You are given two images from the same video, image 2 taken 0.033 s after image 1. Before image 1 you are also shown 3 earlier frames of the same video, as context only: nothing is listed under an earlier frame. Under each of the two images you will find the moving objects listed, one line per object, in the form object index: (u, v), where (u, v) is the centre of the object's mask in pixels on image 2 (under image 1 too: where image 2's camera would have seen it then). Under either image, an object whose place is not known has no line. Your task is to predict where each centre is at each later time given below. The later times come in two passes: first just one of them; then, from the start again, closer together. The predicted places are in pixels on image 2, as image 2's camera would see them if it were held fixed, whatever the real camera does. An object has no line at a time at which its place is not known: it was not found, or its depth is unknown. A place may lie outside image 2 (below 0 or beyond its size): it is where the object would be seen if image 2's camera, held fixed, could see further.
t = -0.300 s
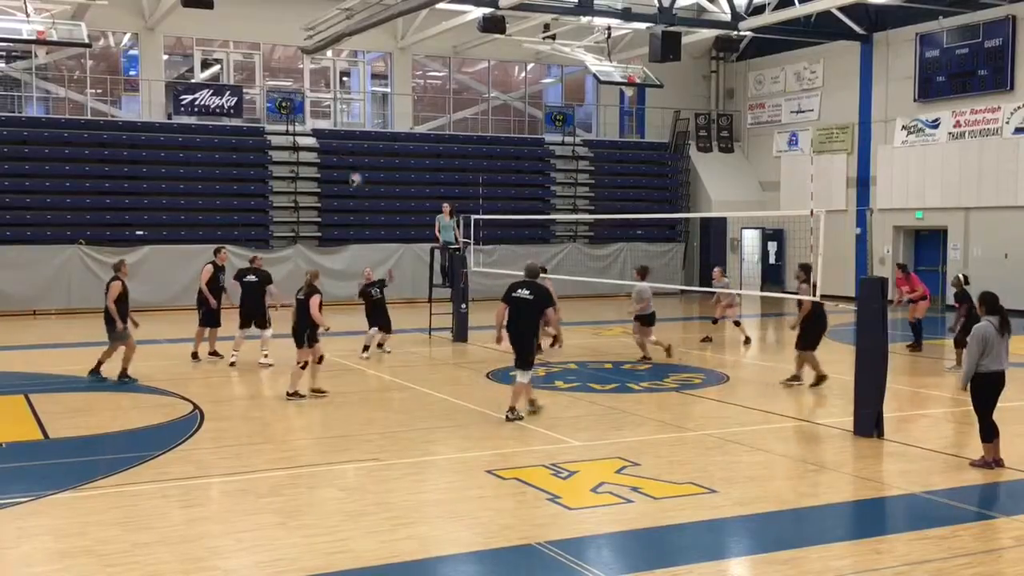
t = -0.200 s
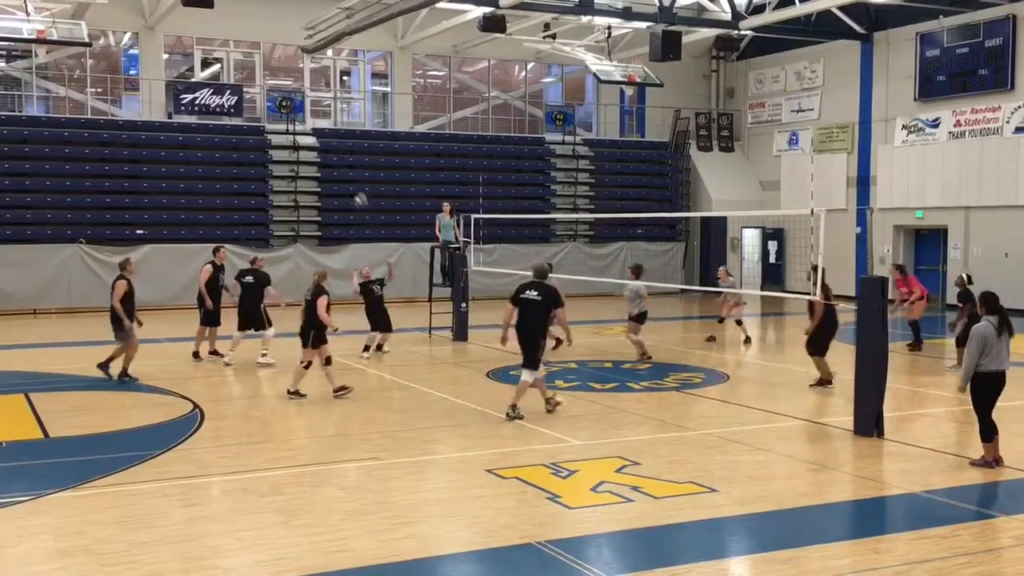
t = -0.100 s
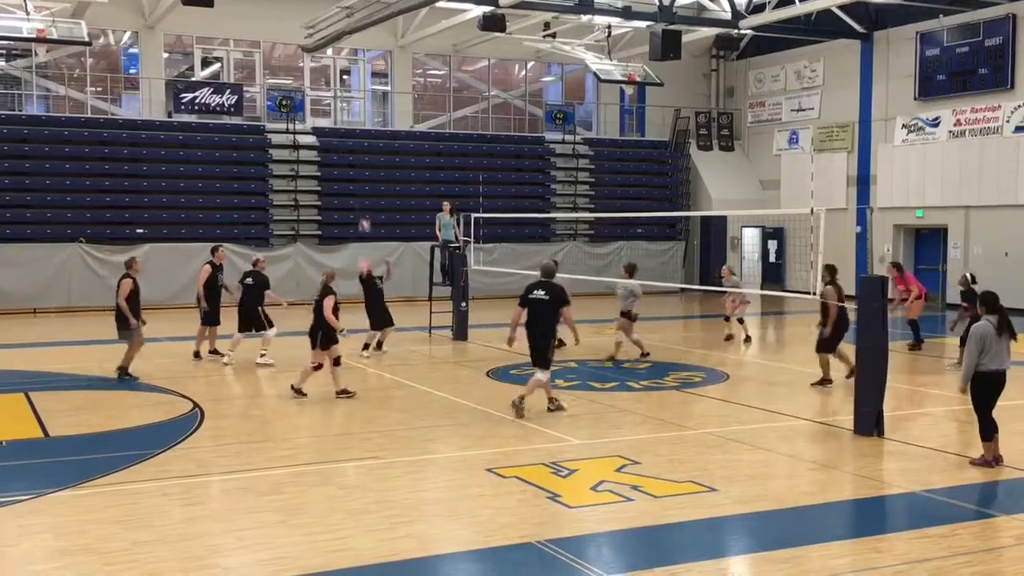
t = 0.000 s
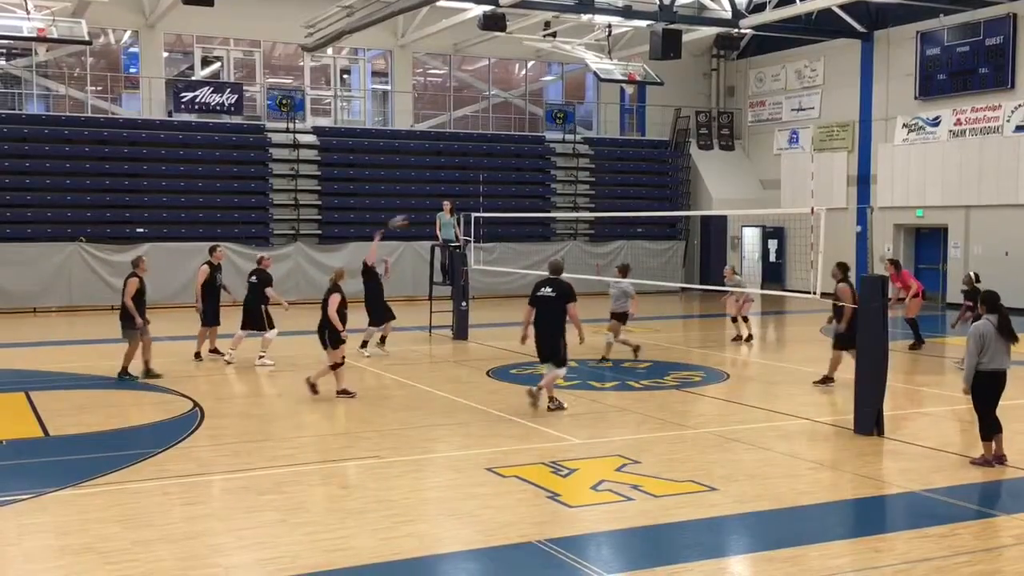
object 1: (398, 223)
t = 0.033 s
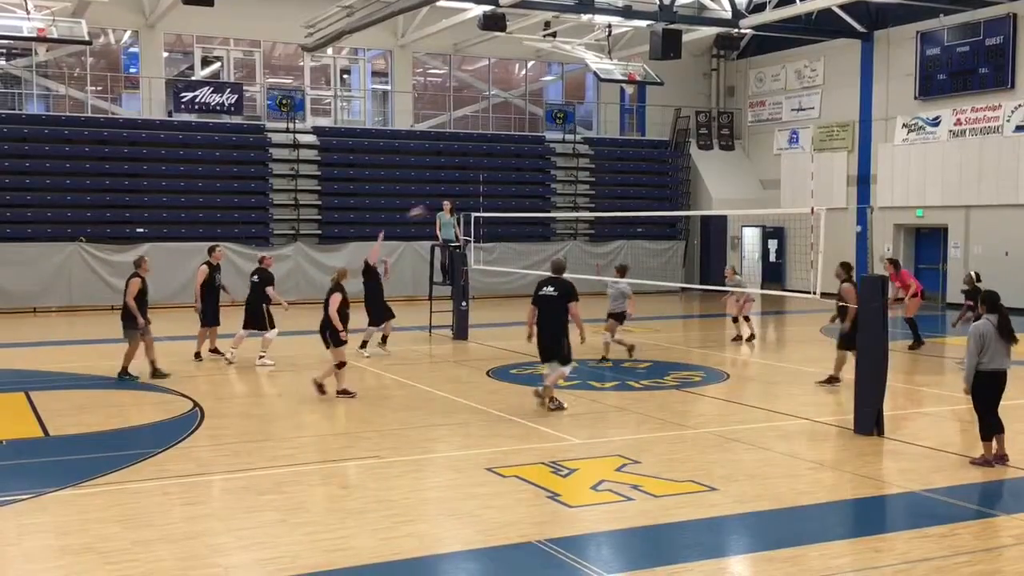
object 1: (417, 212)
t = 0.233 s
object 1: (524, 176)
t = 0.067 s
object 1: (432, 205)
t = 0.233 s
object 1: (524, 176)
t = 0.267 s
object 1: (541, 174)
